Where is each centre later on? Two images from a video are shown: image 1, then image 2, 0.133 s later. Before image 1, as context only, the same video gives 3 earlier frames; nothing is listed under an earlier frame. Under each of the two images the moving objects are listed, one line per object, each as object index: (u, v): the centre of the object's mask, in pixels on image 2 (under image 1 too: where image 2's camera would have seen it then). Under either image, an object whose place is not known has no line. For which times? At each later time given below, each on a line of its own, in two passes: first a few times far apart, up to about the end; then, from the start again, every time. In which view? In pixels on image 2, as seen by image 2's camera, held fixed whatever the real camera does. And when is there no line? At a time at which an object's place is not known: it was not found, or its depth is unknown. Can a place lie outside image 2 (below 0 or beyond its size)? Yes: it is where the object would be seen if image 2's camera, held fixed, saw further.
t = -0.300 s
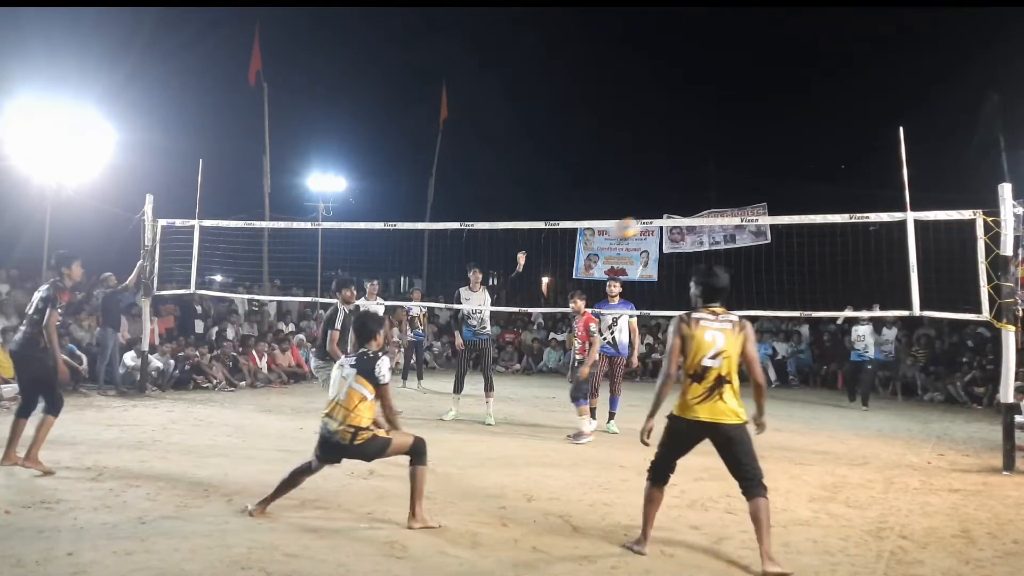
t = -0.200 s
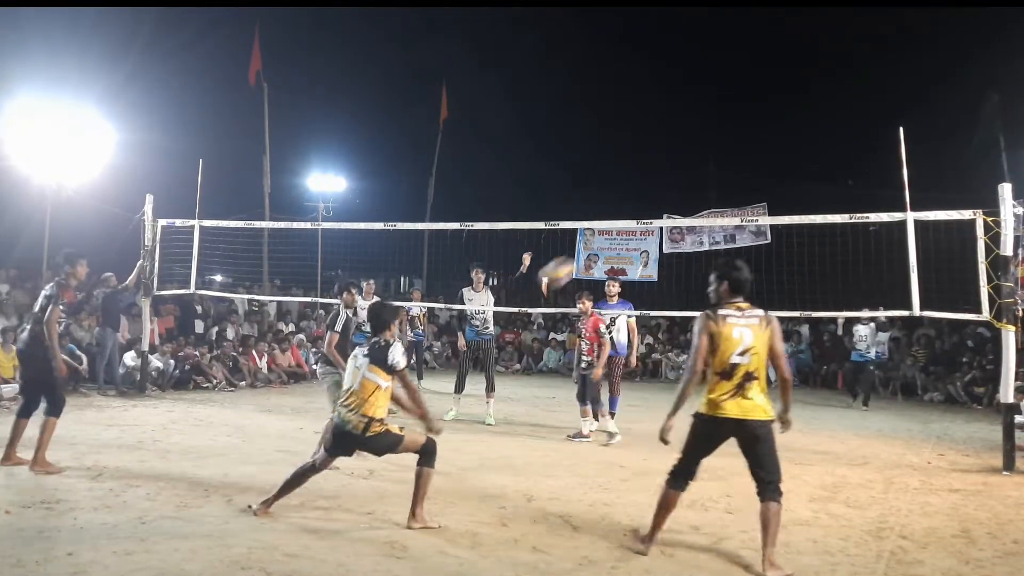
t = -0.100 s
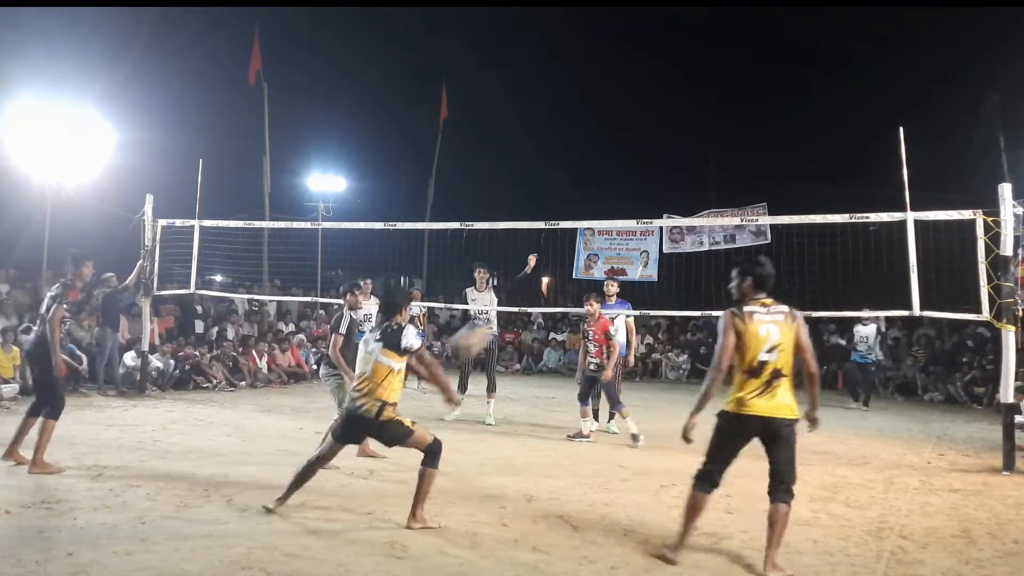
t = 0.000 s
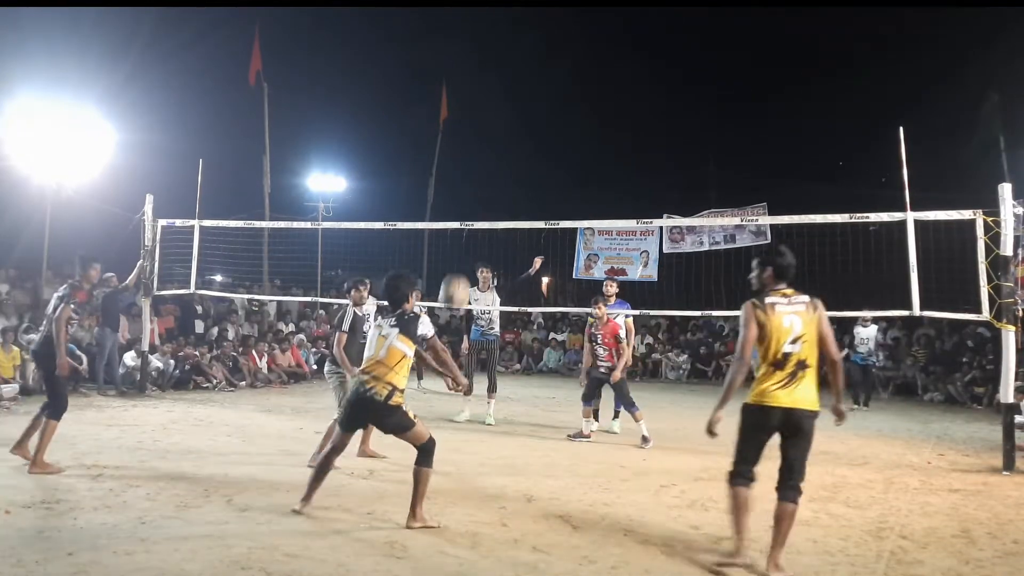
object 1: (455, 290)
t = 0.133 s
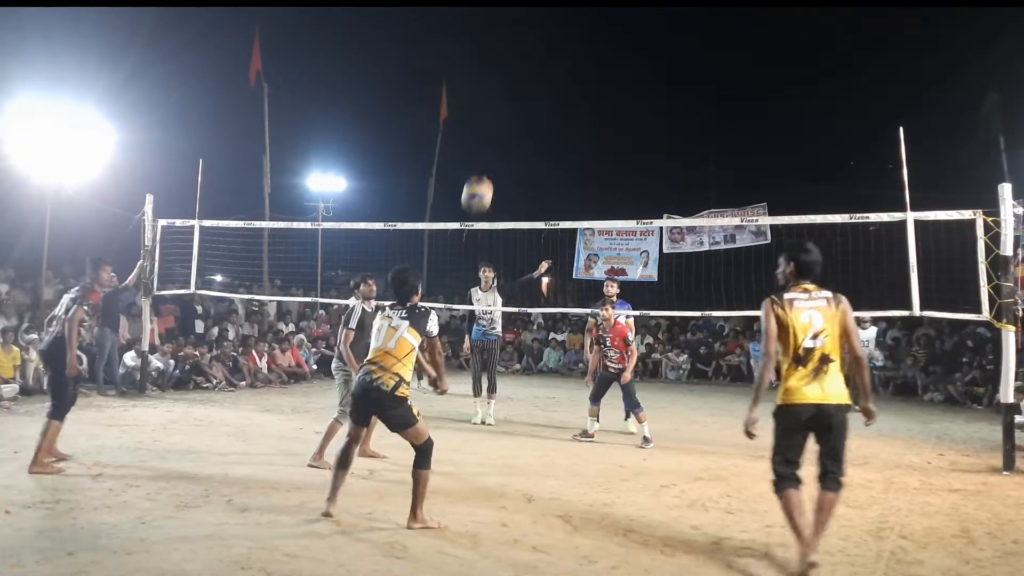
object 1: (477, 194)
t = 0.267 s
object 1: (496, 123)
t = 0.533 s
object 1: (525, 61)
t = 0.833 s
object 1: (547, 95)
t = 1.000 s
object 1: (557, 153)
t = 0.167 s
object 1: (482, 173)
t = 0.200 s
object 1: (487, 154)
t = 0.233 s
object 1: (492, 136)
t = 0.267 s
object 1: (496, 123)
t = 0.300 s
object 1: (500, 109)
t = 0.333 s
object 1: (504, 98)
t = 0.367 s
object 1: (508, 86)
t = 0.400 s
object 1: (512, 77)
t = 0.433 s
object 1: (515, 71)
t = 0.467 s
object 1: (519, 67)
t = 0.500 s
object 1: (522, 64)
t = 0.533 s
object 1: (525, 61)
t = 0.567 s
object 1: (528, 56)
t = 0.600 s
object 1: (531, 57)
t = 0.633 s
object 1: (533, 59)
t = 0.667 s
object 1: (536, 63)
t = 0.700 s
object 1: (539, 68)
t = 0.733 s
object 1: (541, 73)
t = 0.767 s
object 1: (543, 79)
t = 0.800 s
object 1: (545, 86)
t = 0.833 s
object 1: (547, 95)
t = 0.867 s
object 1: (549, 105)
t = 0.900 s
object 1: (551, 116)
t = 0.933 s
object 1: (553, 127)
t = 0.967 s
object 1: (555, 139)
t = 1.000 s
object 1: (557, 153)
